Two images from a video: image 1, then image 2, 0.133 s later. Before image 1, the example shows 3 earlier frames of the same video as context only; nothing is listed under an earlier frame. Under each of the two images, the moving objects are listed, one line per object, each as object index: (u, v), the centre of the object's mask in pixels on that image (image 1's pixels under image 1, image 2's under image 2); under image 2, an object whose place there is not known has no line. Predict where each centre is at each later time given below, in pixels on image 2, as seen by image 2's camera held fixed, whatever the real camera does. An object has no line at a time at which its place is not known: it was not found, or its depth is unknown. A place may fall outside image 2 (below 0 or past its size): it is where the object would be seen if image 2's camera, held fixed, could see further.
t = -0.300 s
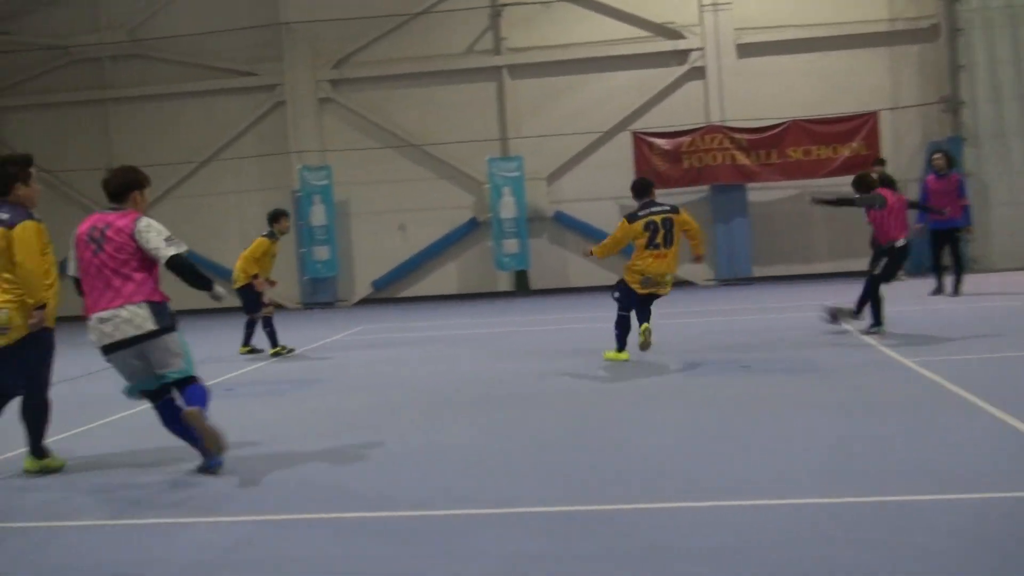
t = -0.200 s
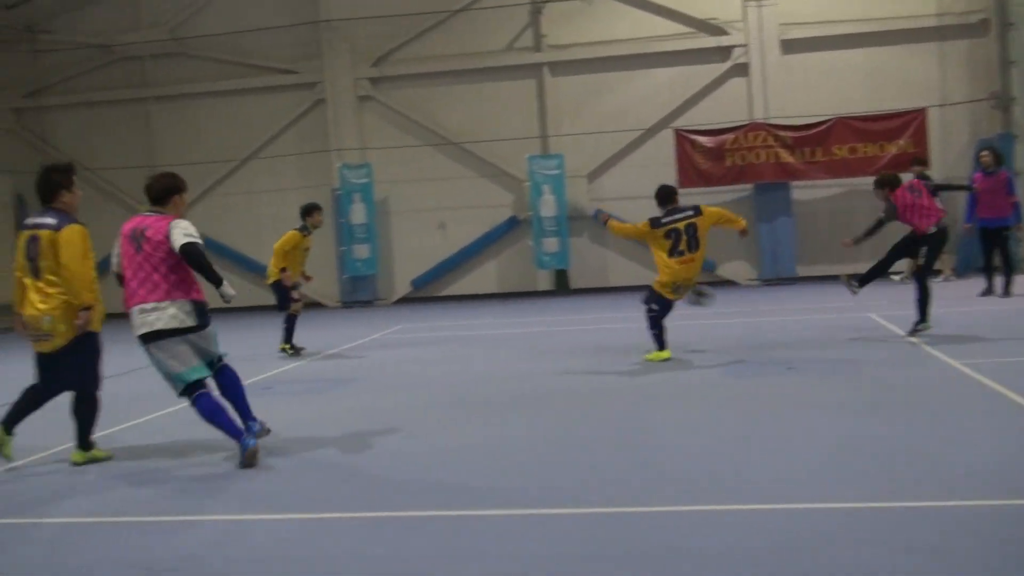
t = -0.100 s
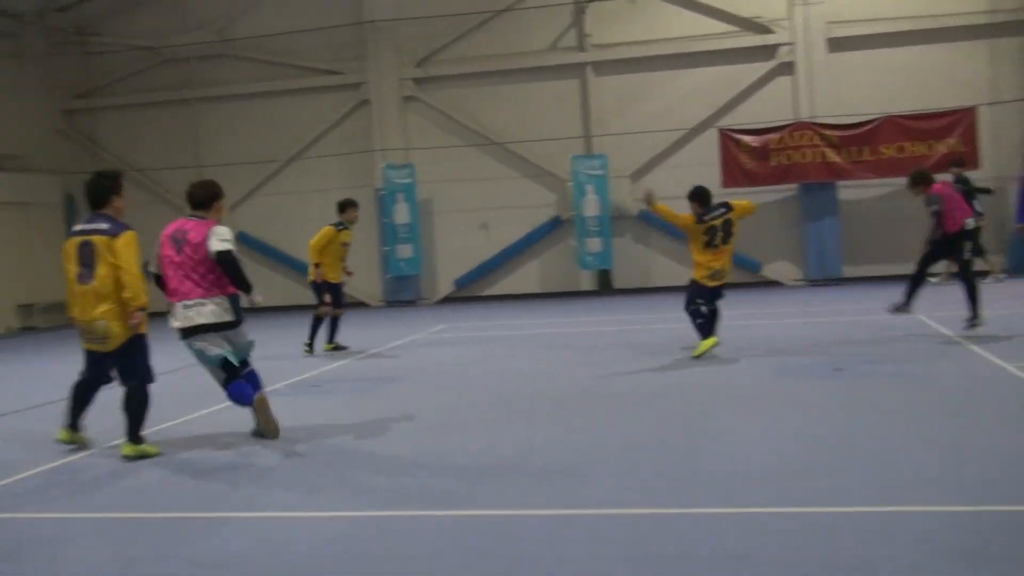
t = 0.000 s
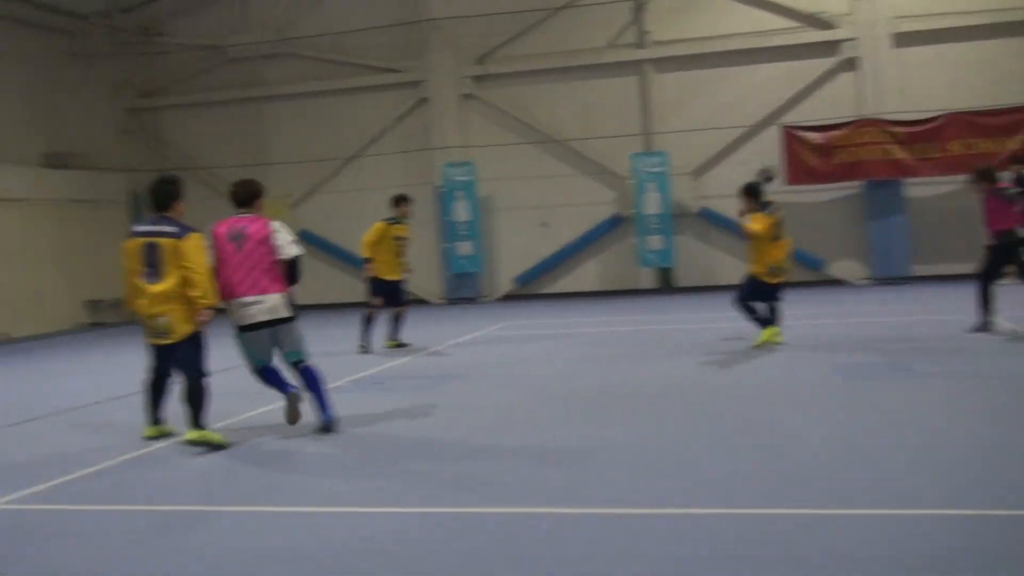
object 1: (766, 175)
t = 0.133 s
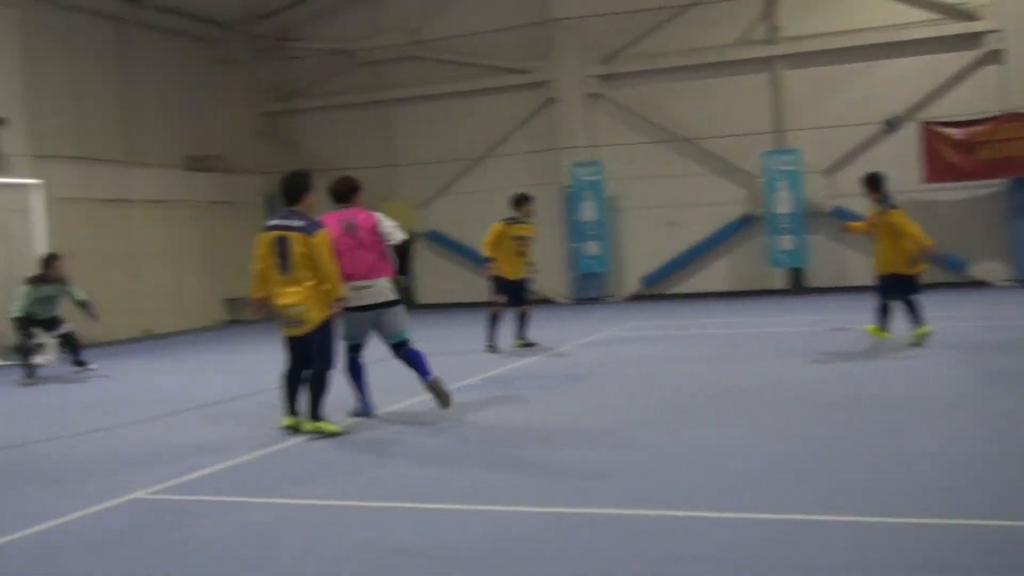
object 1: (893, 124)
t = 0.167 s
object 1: (889, 115)
